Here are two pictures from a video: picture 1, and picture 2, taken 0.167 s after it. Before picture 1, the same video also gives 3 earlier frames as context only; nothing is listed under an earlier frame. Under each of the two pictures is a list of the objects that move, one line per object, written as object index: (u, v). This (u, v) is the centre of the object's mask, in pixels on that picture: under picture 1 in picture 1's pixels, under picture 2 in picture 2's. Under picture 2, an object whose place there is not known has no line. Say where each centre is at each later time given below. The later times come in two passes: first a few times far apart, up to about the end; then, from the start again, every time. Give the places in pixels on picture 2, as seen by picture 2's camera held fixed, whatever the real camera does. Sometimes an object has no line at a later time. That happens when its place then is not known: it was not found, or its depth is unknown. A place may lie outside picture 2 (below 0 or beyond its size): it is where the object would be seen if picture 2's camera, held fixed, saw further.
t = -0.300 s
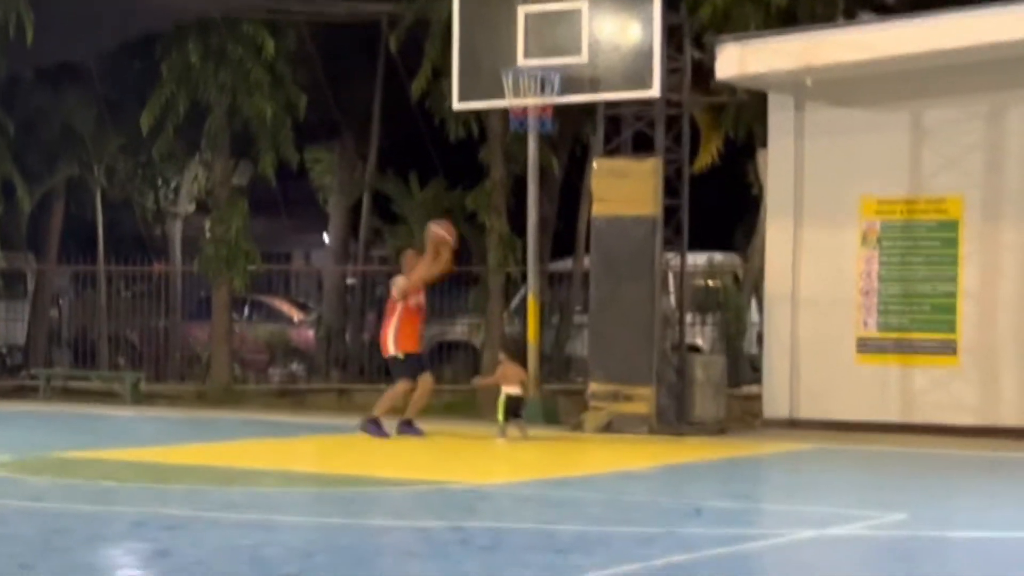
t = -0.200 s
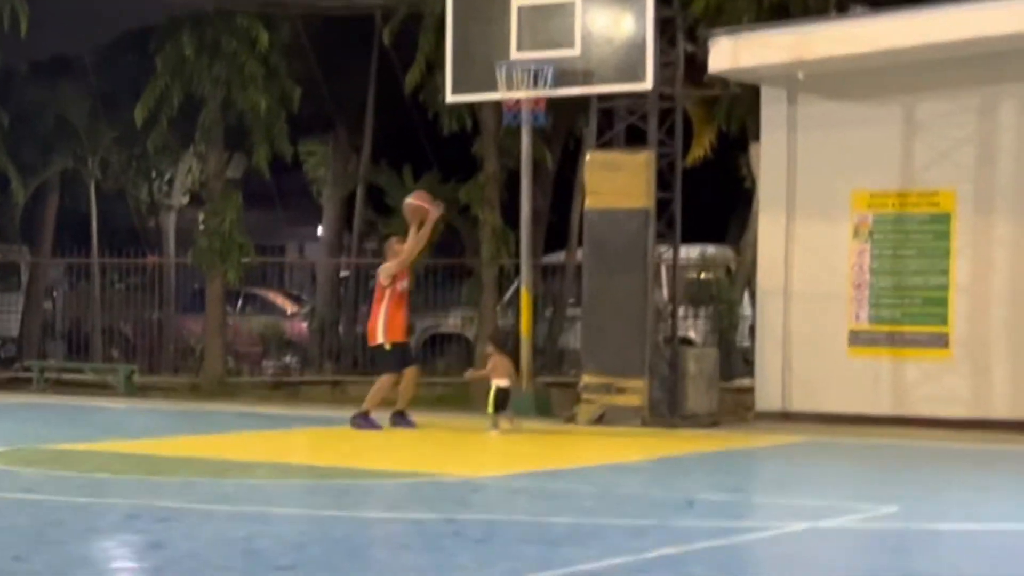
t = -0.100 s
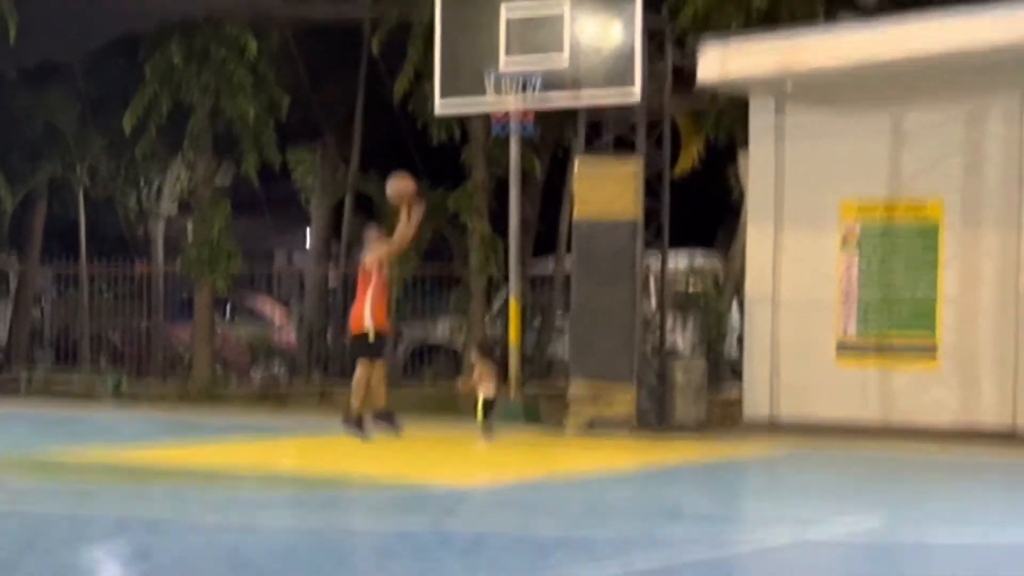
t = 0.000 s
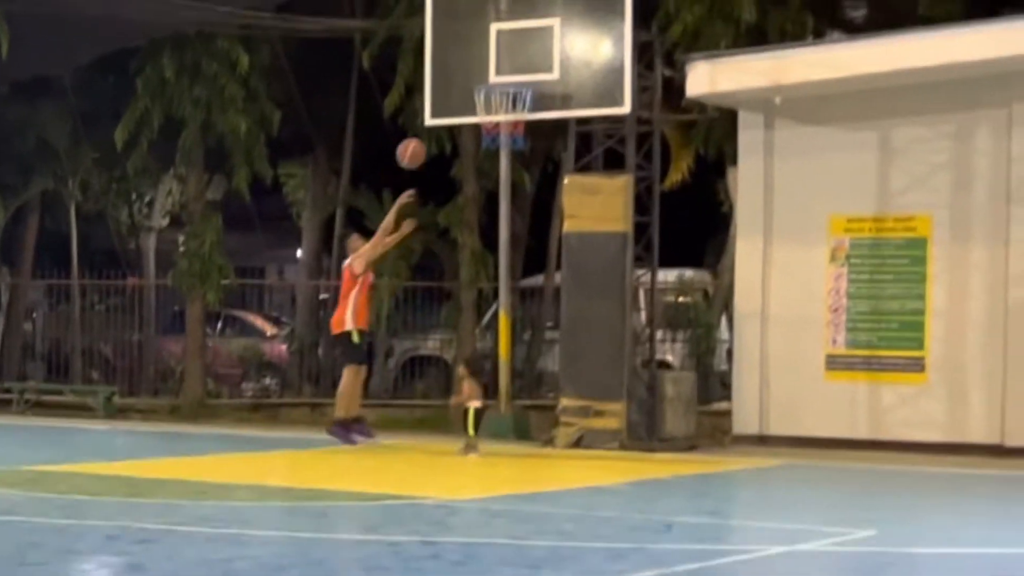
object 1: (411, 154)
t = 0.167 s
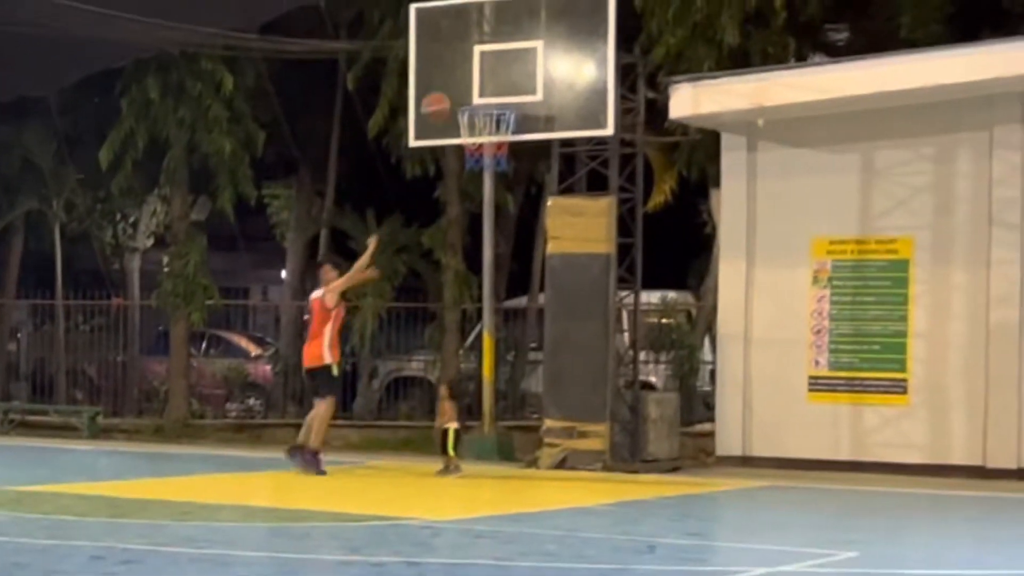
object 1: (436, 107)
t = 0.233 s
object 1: (453, 89)
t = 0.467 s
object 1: (467, 88)
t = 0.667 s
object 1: (482, 98)
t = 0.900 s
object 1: (505, 157)
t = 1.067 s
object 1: (512, 223)
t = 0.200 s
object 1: (445, 97)
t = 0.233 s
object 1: (453, 89)
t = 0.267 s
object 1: (457, 84)
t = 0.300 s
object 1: (458, 81)
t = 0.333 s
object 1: (460, 79)
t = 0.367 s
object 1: (462, 80)
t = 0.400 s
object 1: (463, 81)
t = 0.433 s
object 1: (465, 84)
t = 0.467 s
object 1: (467, 88)
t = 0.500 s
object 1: (469, 92)
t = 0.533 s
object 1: (470, 96)
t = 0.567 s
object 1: (473, 95)
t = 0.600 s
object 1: (476, 95)
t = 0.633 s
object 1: (480, 96)
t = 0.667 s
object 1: (482, 98)
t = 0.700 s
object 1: (485, 101)
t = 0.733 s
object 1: (488, 111)
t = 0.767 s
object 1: (494, 119)
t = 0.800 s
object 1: (500, 127)
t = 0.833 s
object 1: (502, 138)
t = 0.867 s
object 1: (503, 146)
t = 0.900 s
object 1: (505, 157)
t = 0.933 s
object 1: (505, 168)
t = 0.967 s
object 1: (507, 181)
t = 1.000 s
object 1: (509, 194)
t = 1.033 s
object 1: (510, 208)
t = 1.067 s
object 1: (512, 223)
